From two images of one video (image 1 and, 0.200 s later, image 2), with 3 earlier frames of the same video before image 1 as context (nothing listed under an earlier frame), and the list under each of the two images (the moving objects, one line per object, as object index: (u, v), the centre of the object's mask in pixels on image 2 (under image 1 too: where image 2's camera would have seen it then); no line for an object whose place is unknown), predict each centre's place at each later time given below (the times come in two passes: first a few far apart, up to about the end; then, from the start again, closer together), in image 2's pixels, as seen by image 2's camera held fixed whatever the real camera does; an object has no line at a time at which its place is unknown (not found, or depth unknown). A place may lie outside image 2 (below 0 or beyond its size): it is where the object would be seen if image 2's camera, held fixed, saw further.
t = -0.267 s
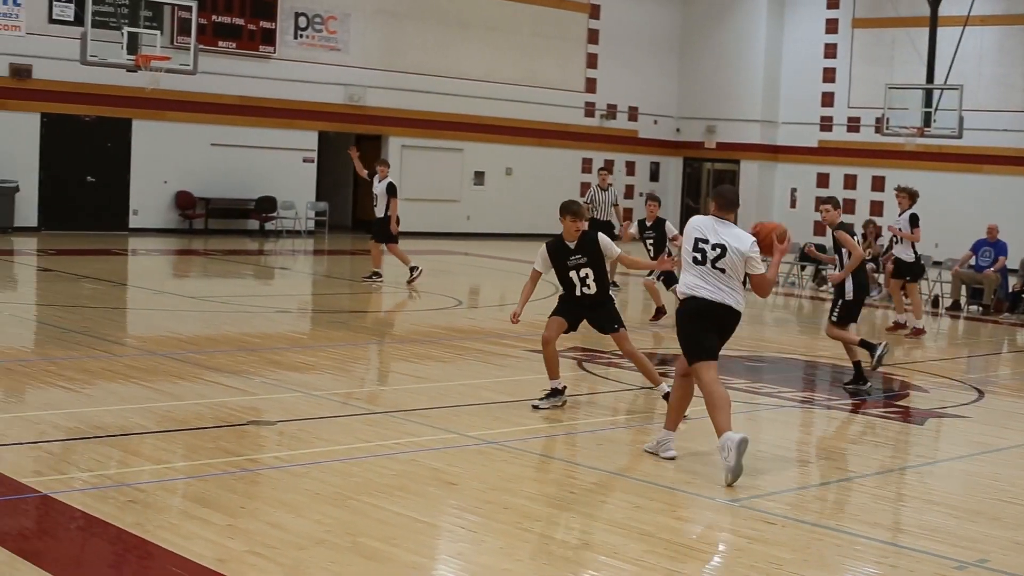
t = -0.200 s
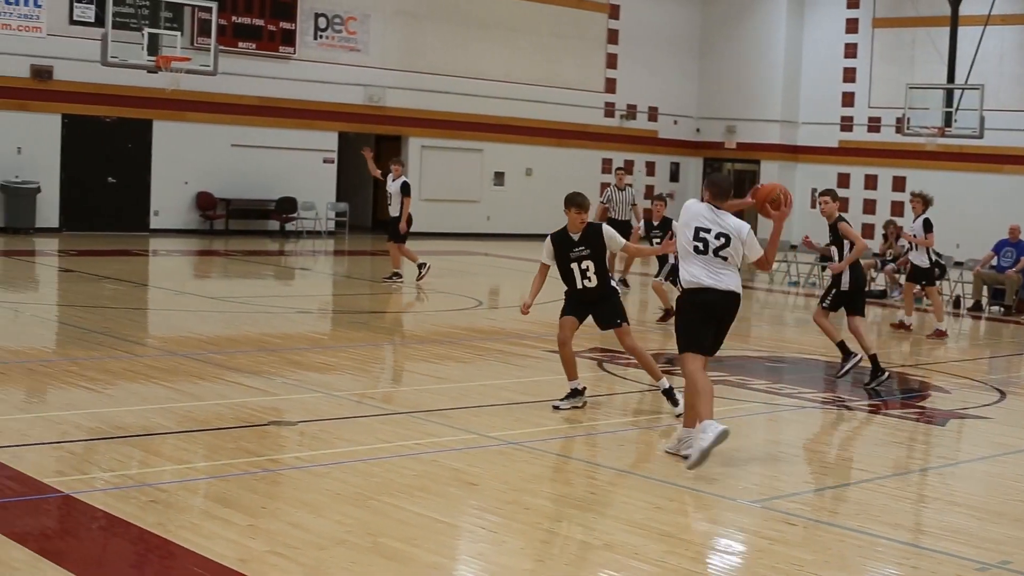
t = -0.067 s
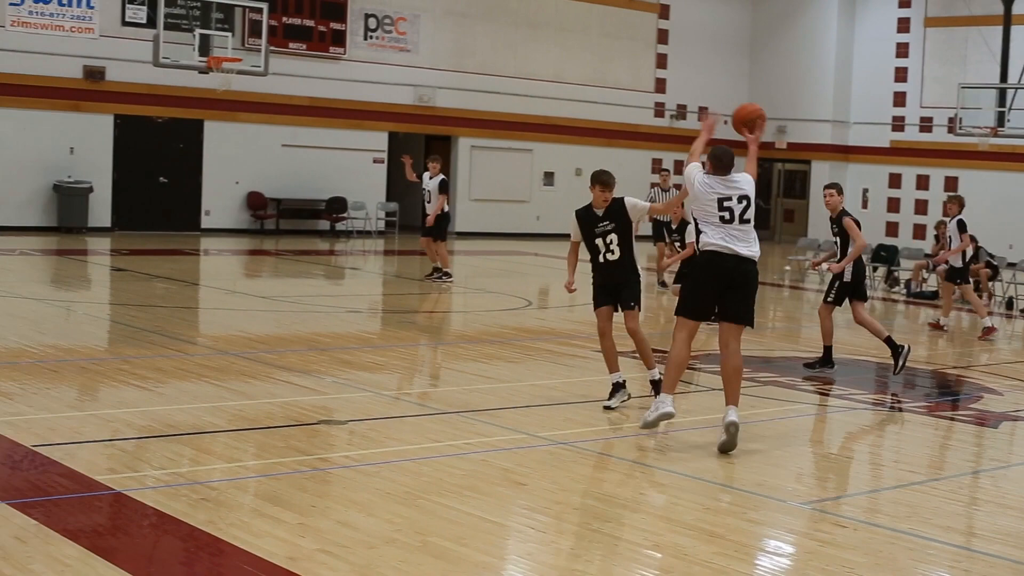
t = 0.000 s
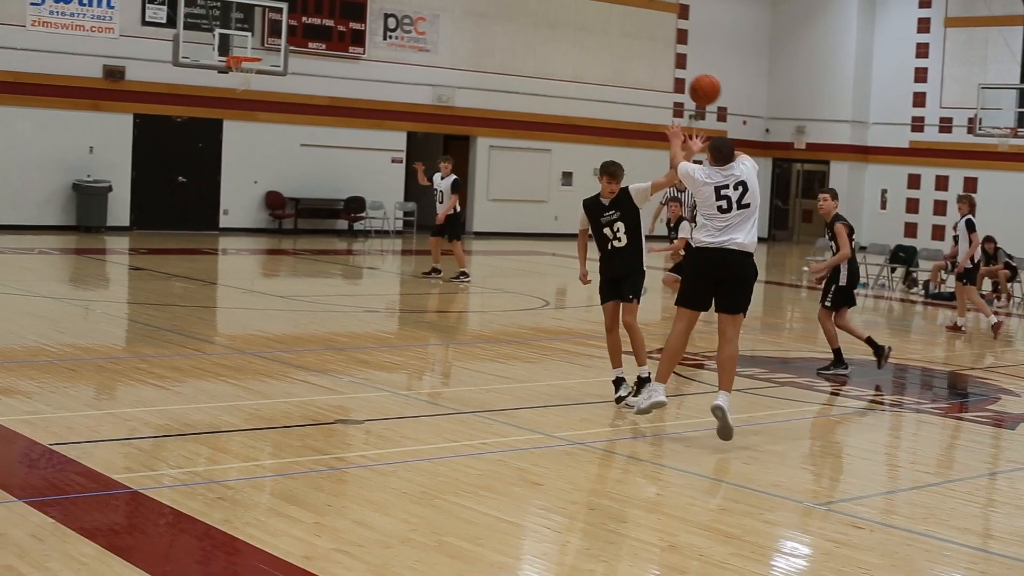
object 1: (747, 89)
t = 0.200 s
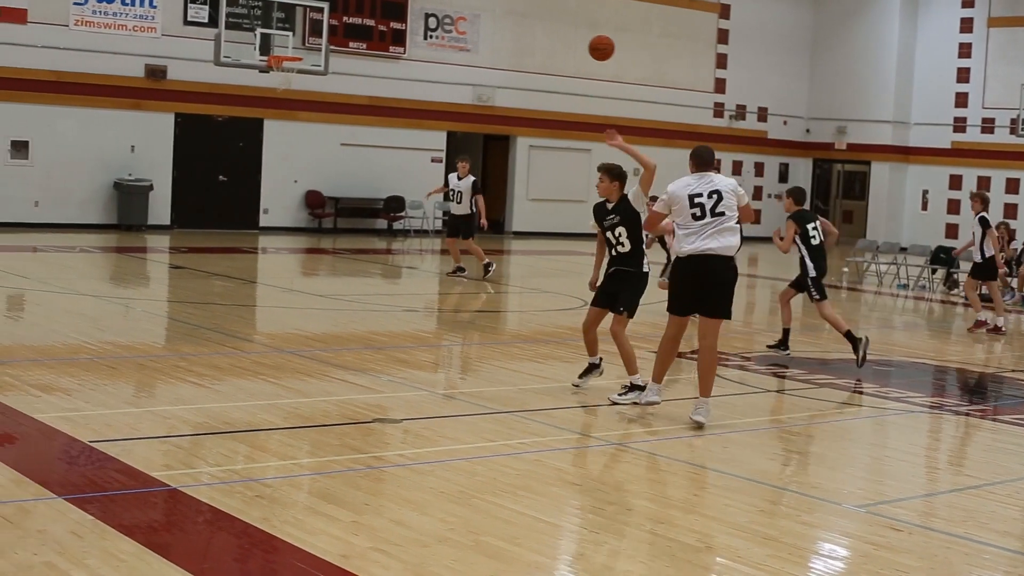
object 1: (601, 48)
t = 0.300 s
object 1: (548, 45)
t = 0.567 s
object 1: (445, 76)
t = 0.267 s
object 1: (565, 45)
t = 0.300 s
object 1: (548, 45)
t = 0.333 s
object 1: (533, 47)
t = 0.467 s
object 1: (479, 59)
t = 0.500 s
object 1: (467, 64)
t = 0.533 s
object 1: (456, 69)
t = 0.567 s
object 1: (445, 76)
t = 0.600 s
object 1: (435, 82)
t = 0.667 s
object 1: (416, 96)
